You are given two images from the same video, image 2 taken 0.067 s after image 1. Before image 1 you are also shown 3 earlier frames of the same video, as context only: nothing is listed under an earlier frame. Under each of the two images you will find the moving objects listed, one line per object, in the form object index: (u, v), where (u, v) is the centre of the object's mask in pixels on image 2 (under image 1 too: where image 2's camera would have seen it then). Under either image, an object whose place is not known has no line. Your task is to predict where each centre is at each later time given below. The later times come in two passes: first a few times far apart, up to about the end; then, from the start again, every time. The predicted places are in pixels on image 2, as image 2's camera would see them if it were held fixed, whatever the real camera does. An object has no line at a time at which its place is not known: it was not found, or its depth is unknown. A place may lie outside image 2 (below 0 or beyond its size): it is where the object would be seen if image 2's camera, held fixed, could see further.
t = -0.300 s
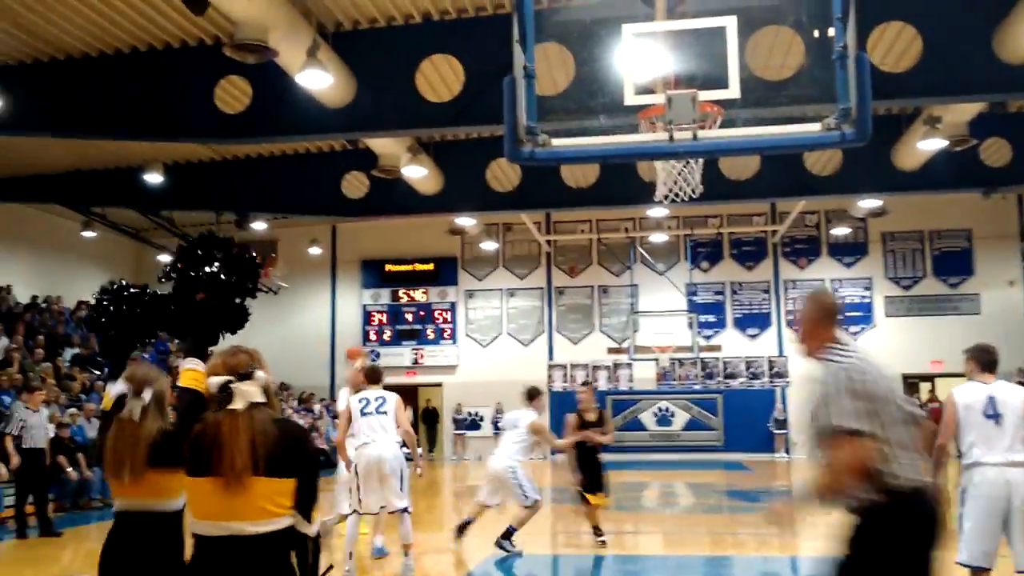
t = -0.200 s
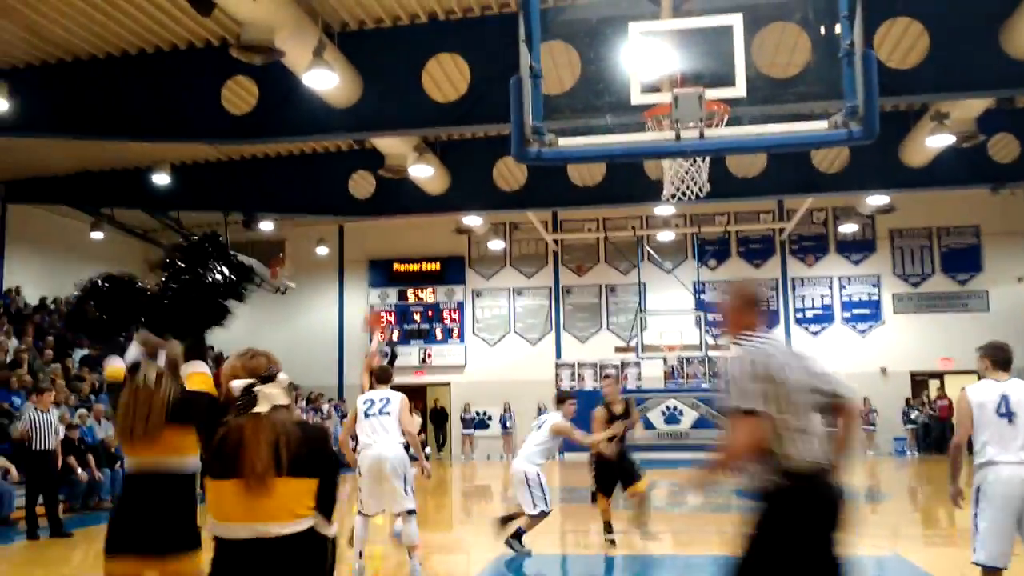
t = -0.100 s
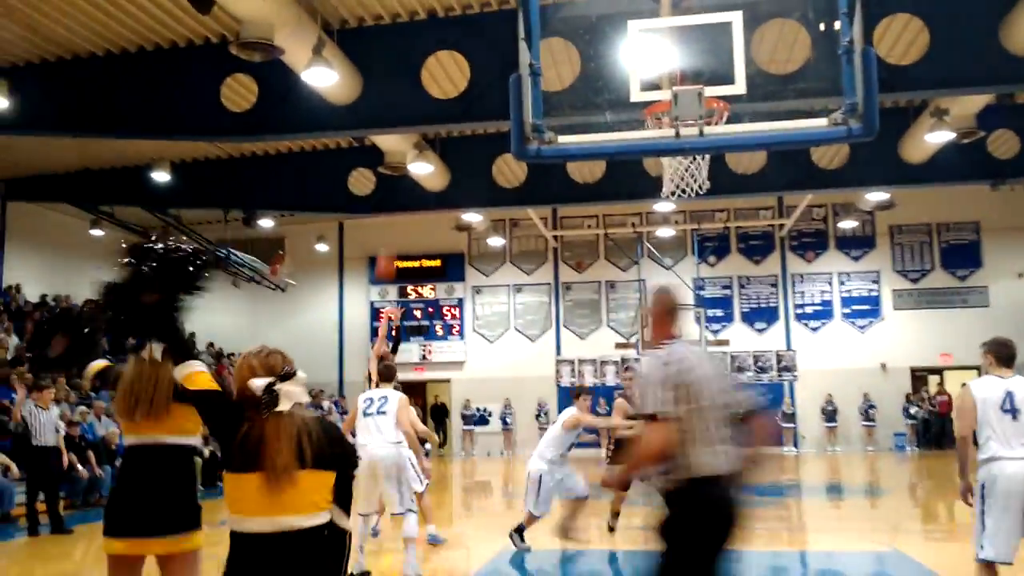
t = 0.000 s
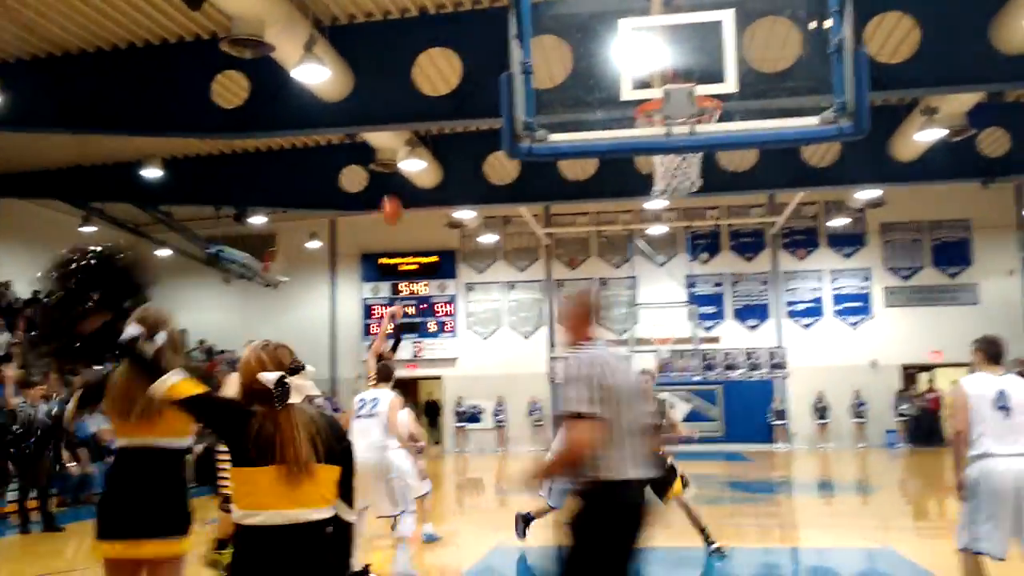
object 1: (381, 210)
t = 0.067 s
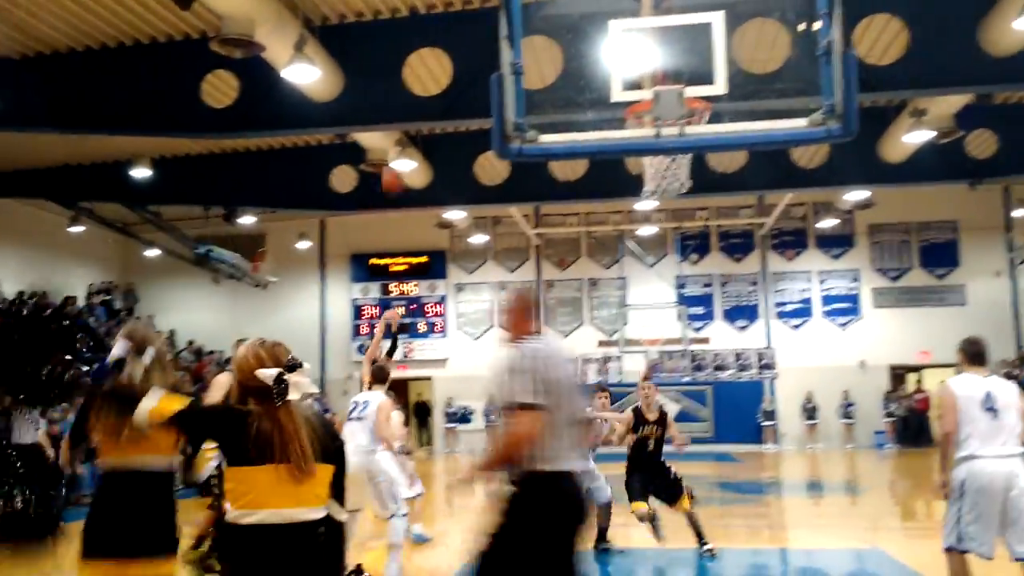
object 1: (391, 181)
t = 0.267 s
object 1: (427, 96)
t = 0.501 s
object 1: (478, 29)
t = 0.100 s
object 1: (397, 161)
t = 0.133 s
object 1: (403, 147)
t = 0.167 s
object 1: (409, 135)
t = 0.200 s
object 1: (415, 121)
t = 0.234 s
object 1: (421, 108)
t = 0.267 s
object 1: (427, 96)
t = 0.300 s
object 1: (435, 84)
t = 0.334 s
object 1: (441, 73)
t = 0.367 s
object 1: (448, 62)
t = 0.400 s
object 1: (456, 52)
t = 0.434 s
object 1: (463, 44)
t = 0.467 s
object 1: (470, 36)
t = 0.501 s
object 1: (478, 29)
